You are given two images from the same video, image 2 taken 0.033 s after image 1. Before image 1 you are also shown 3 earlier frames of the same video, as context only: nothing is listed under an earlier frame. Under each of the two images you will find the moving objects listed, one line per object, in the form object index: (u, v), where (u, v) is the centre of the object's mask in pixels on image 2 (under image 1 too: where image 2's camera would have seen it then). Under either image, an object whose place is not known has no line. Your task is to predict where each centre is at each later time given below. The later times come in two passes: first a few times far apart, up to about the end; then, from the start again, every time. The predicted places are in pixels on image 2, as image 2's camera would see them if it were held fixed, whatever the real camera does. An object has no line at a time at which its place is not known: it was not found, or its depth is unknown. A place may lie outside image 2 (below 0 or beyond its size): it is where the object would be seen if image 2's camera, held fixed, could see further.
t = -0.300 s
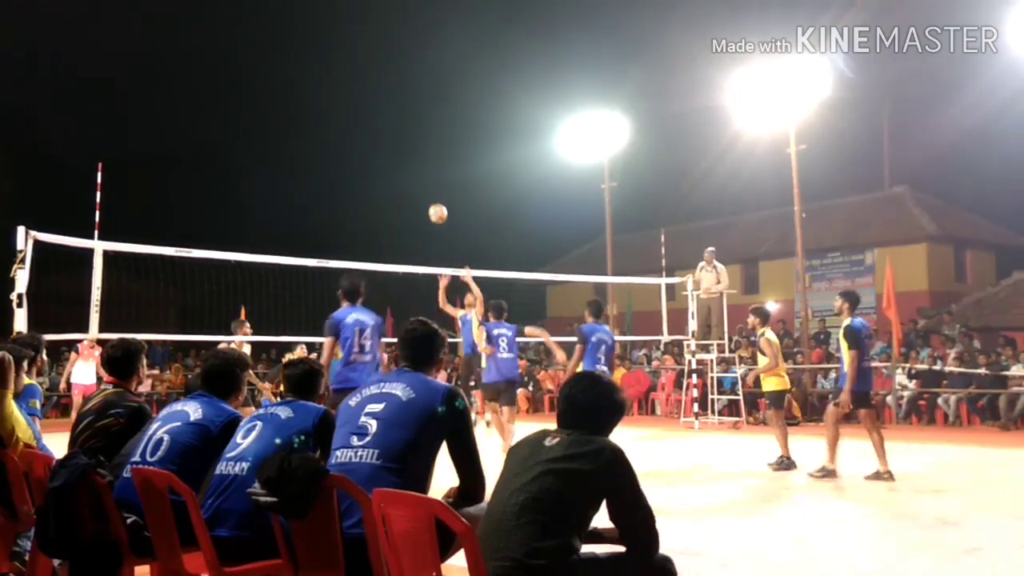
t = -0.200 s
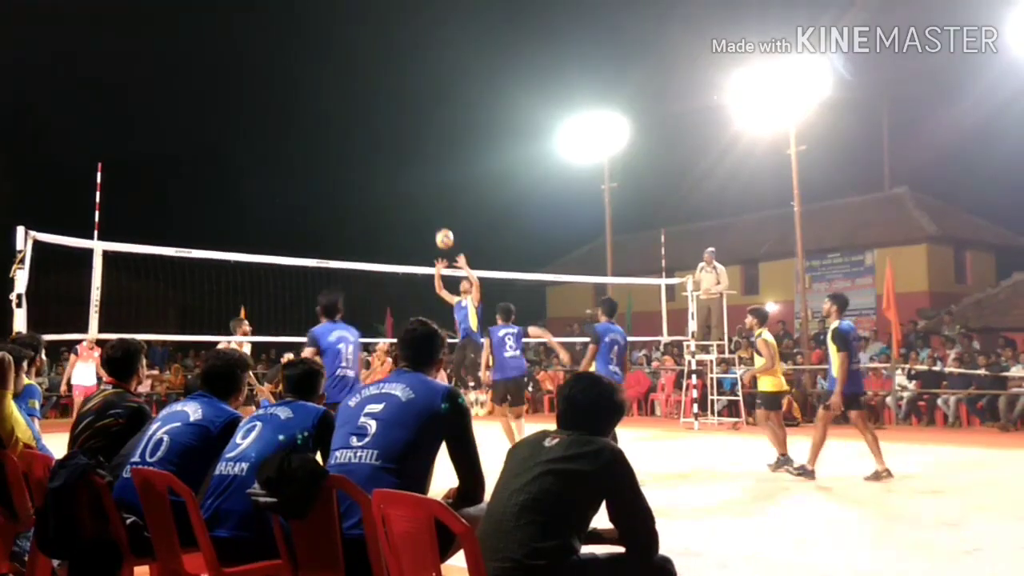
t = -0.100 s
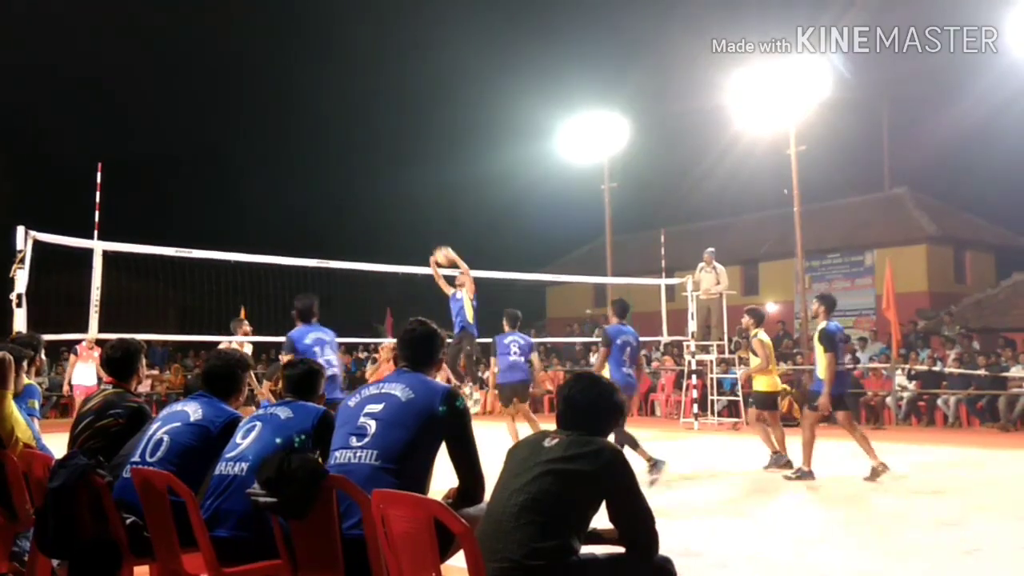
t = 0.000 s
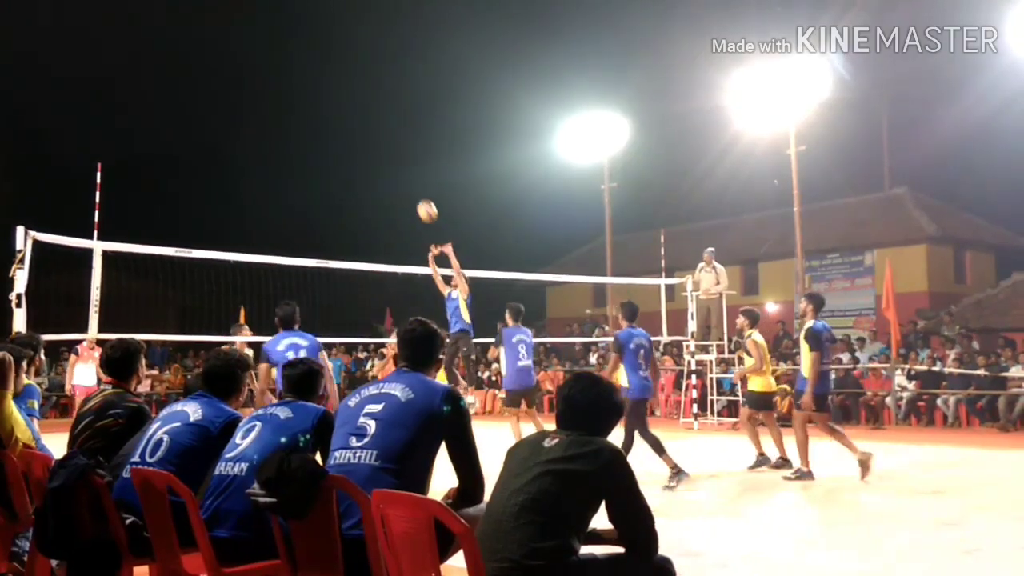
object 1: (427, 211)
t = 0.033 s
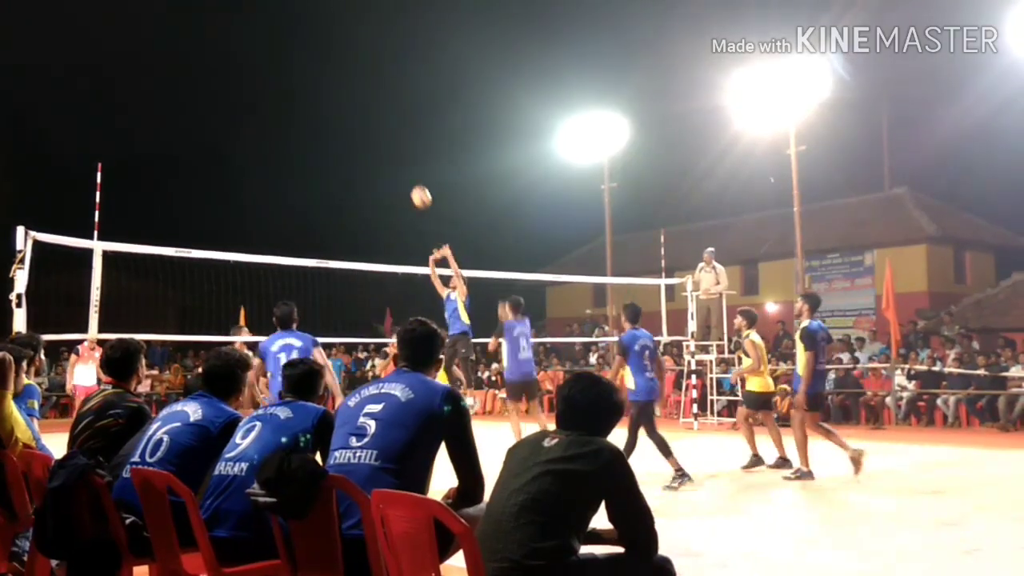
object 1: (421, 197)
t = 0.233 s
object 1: (384, 125)
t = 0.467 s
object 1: (340, 76)
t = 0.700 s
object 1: (294, 72)
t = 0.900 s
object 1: (253, 109)
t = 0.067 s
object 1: (415, 183)
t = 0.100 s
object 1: (409, 170)
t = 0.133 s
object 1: (402, 158)
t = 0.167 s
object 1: (396, 146)
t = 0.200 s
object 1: (390, 135)
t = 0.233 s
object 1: (384, 125)
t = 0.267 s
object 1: (378, 116)
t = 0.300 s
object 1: (372, 107)
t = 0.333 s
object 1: (366, 99)
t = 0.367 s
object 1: (359, 92)
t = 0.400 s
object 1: (353, 86)
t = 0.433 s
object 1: (346, 80)
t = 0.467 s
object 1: (340, 76)
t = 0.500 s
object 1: (334, 73)
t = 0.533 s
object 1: (327, 70)
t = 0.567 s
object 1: (321, 68)
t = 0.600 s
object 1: (315, 68)
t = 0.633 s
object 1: (308, 68)
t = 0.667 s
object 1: (301, 70)
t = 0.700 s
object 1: (294, 72)
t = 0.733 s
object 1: (288, 75)
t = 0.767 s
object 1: (281, 80)
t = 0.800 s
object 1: (274, 85)
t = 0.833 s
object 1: (267, 92)
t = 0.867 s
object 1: (260, 100)
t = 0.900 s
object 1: (253, 109)
